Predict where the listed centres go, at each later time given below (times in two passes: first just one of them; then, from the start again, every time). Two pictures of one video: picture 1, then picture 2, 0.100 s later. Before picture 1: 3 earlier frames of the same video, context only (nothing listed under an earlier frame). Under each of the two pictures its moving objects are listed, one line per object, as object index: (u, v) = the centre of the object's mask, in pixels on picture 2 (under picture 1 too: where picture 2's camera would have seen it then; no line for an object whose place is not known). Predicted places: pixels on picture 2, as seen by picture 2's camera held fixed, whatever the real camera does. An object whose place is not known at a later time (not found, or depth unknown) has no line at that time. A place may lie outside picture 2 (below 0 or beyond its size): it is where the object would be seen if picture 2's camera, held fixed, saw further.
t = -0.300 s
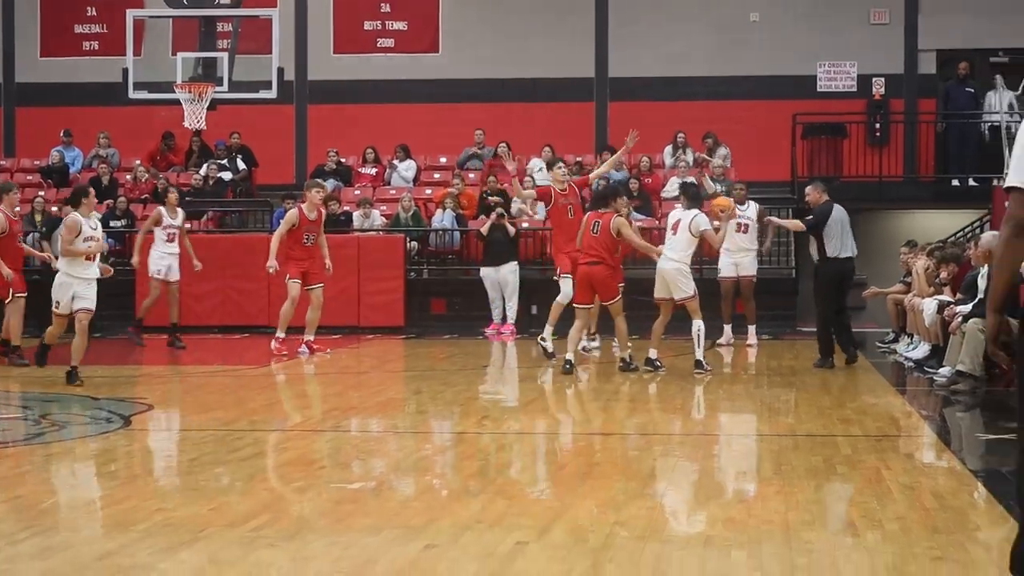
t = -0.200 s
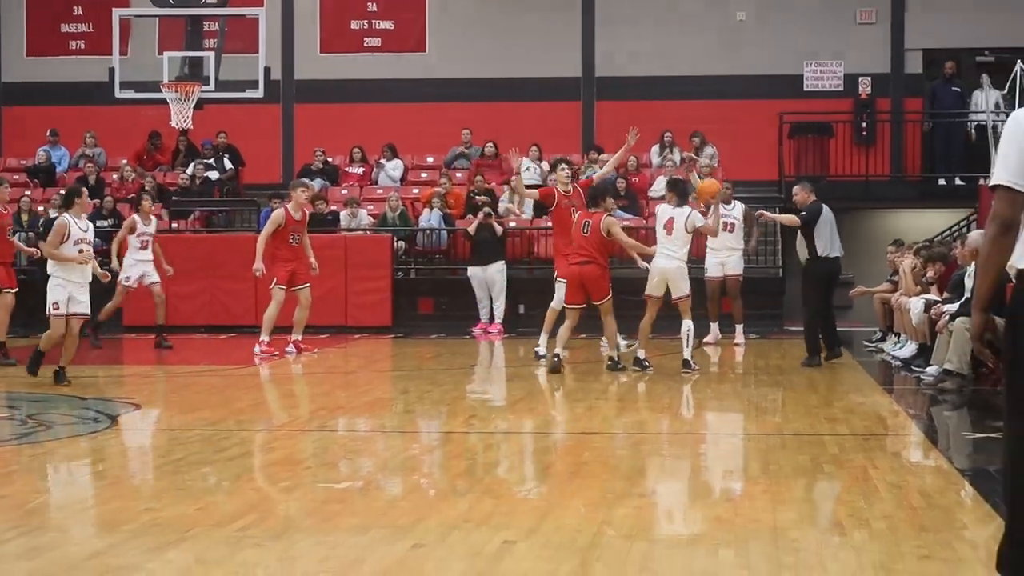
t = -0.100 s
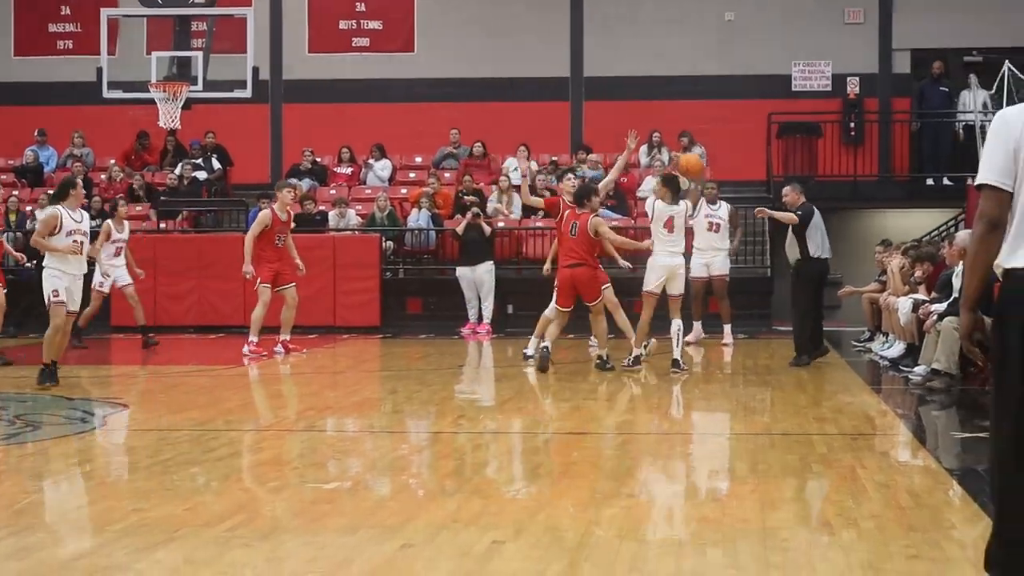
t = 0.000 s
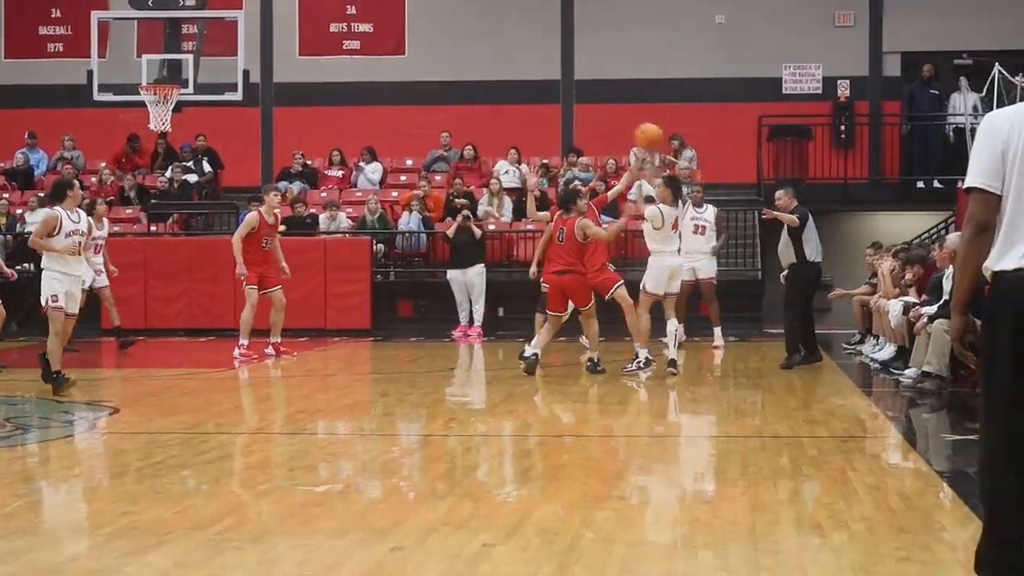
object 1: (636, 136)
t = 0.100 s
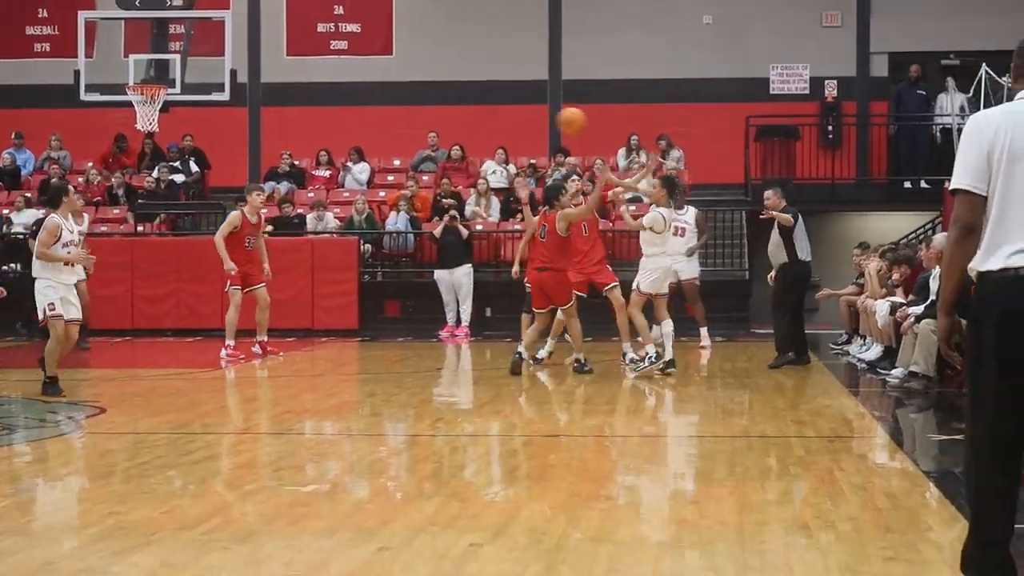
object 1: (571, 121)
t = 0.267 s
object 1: (454, 119)
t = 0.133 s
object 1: (548, 118)
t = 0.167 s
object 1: (524, 116)
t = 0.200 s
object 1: (501, 115)
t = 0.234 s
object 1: (477, 117)
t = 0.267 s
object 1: (454, 119)
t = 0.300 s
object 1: (431, 123)
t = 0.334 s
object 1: (407, 127)
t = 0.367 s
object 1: (383, 134)
